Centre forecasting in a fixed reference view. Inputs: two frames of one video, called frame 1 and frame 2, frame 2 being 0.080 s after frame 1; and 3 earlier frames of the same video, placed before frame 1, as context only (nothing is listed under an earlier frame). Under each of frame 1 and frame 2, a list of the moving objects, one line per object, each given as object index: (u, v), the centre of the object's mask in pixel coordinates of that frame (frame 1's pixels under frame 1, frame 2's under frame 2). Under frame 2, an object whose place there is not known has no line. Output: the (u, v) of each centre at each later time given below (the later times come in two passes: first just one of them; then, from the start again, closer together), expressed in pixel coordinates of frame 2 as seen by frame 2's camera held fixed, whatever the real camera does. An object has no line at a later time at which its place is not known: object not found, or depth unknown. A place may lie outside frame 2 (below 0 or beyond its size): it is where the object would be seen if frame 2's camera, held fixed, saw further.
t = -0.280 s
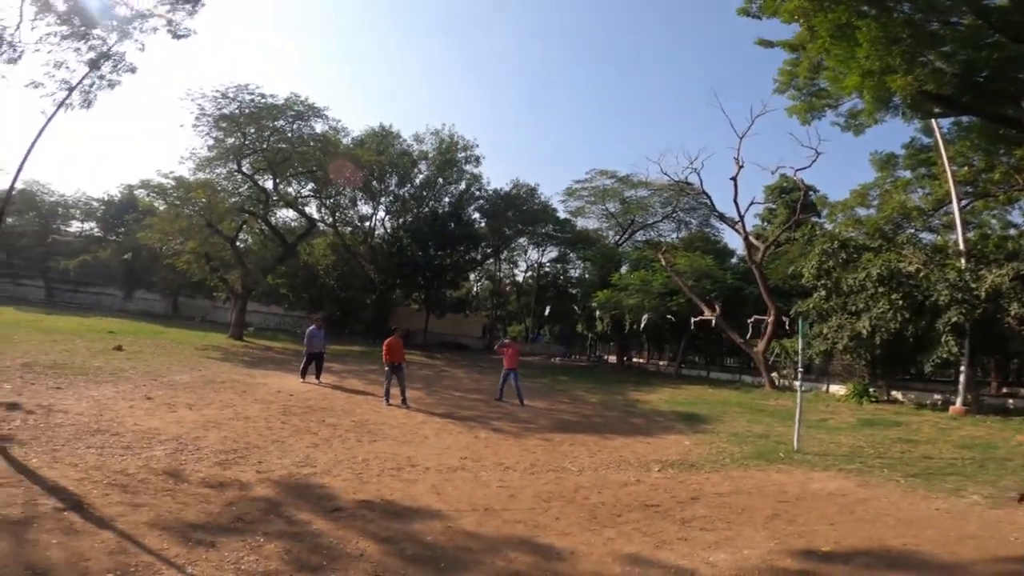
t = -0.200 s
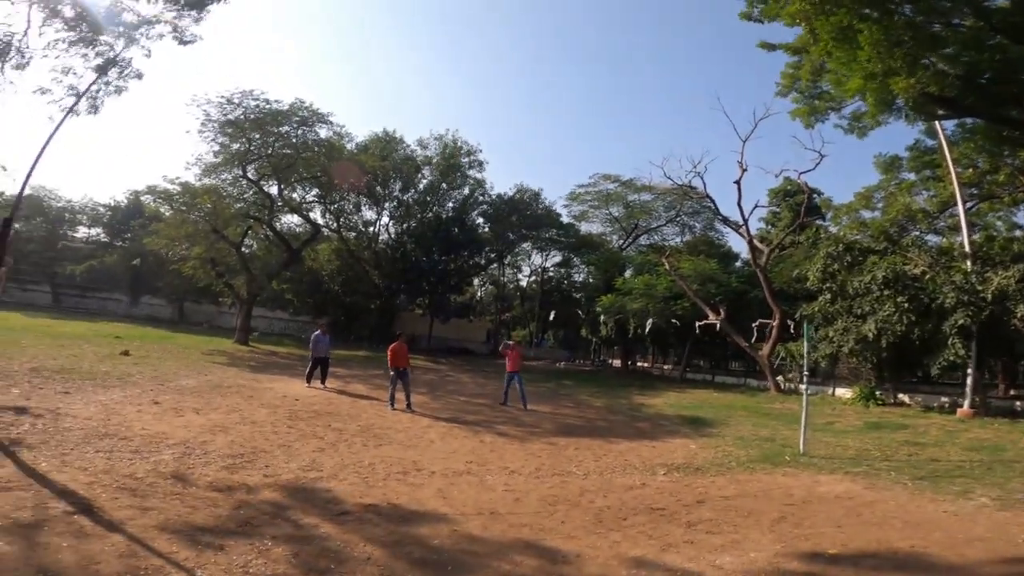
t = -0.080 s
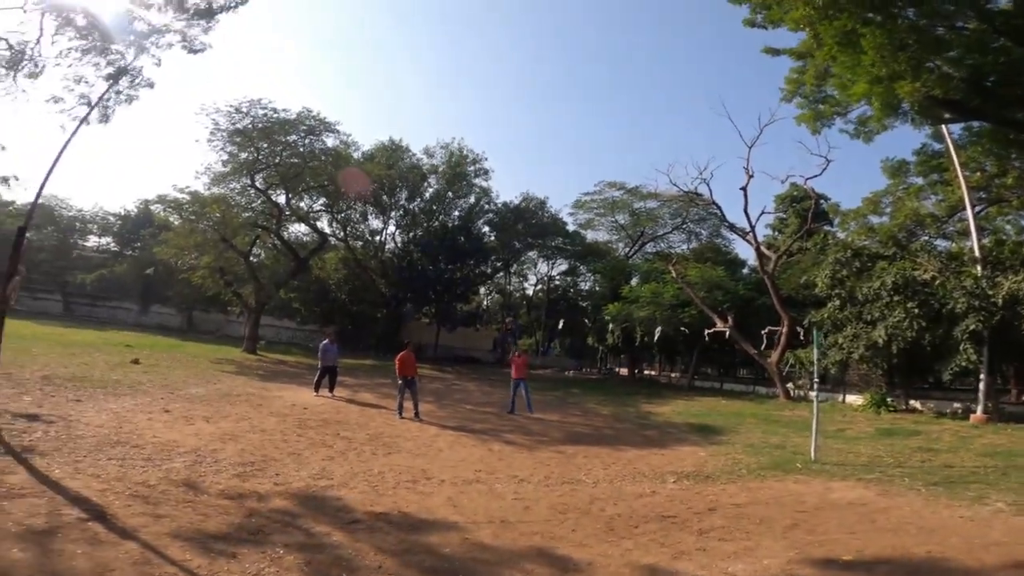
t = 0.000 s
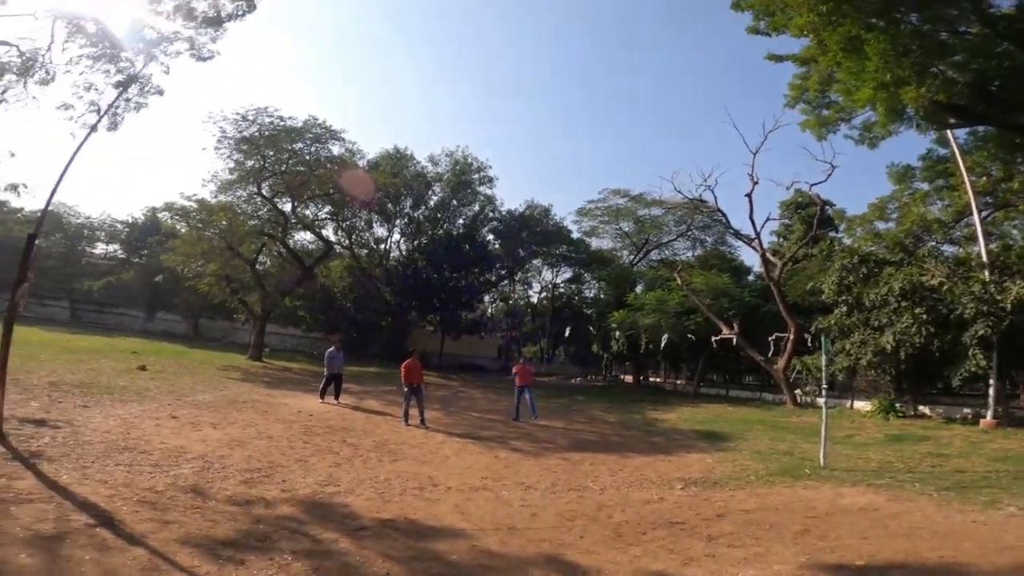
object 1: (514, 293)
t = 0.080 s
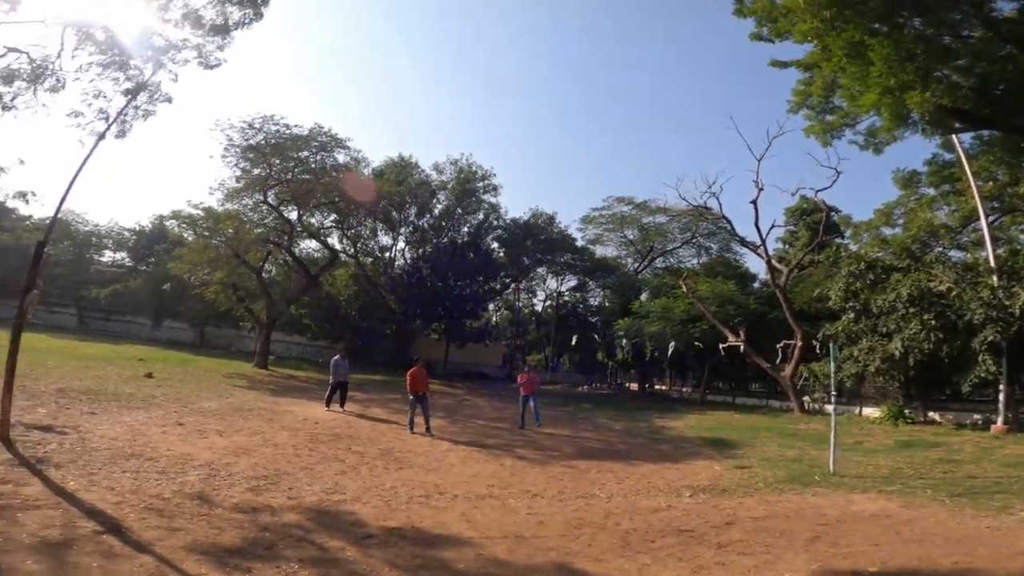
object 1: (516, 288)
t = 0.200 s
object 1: (510, 251)
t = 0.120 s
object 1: (513, 275)
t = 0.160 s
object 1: (512, 264)
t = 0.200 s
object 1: (510, 251)
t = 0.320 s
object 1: (507, 216)
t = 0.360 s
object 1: (505, 204)
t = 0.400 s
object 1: (505, 193)
